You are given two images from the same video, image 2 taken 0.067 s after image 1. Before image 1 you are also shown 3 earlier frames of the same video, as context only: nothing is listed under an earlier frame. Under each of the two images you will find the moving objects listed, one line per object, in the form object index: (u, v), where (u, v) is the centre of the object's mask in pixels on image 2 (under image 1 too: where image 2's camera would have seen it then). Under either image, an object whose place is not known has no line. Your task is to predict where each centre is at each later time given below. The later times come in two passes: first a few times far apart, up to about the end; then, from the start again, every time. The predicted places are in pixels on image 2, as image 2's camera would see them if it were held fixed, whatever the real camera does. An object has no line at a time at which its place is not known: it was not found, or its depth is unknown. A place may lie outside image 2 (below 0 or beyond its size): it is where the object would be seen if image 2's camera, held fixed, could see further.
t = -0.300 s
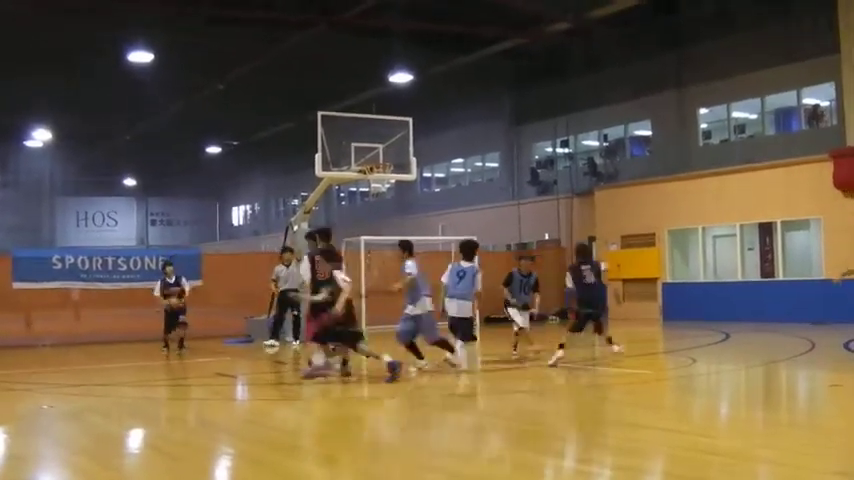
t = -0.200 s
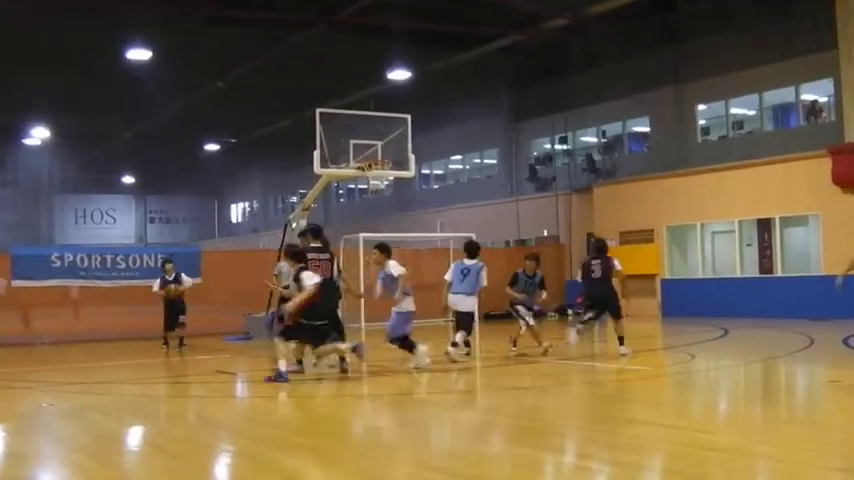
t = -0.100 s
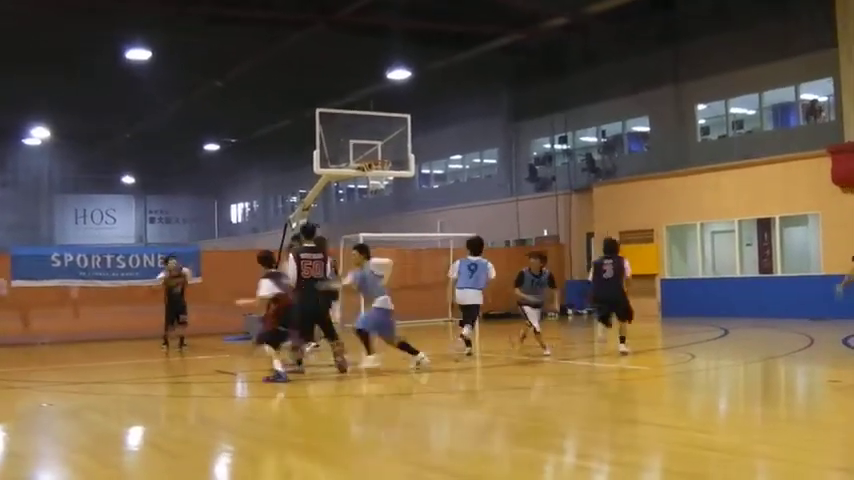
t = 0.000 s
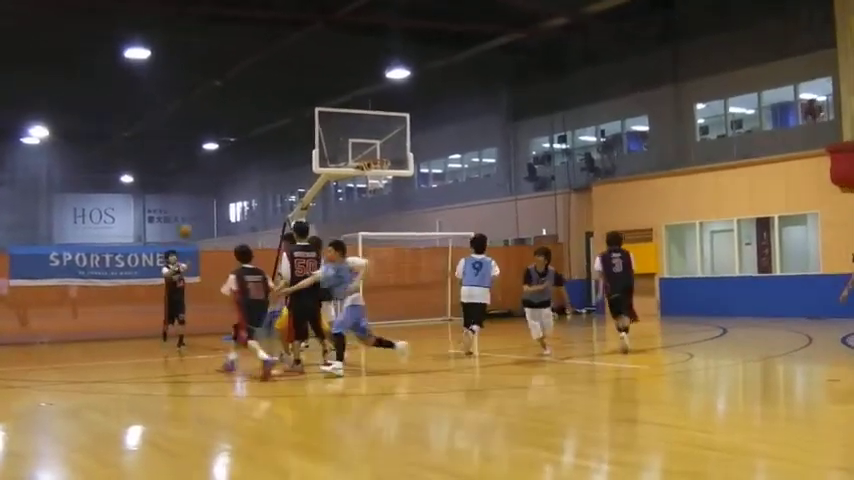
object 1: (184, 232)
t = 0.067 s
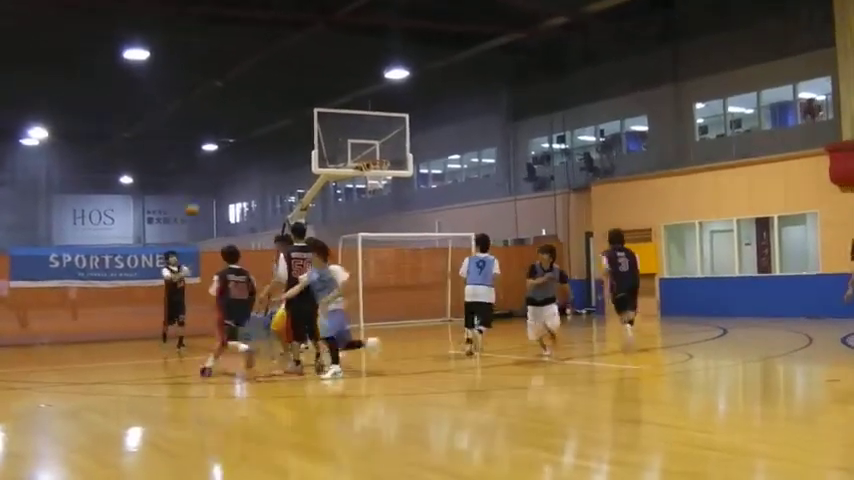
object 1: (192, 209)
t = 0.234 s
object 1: (217, 163)
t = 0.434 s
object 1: (255, 123)
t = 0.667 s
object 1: (311, 101)
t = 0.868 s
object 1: (379, 122)
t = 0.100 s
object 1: (195, 200)
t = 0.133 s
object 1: (202, 190)
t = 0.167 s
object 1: (207, 182)
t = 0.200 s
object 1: (212, 171)
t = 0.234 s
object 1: (217, 163)
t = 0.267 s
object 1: (222, 156)
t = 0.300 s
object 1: (230, 148)
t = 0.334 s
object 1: (235, 141)
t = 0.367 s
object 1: (241, 134)
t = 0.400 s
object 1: (248, 129)
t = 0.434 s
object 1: (255, 123)
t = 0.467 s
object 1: (262, 117)
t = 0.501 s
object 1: (269, 113)
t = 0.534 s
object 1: (277, 109)
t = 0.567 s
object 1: (284, 106)
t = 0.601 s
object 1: (294, 103)
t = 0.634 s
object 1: (302, 102)
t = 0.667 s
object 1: (311, 101)
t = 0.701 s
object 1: (322, 101)
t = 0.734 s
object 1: (333, 103)
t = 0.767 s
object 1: (344, 105)
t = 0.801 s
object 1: (355, 110)
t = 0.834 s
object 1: (365, 114)
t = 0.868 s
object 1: (379, 122)
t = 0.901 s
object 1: (393, 130)
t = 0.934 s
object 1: (408, 140)
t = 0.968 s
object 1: (422, 152)
